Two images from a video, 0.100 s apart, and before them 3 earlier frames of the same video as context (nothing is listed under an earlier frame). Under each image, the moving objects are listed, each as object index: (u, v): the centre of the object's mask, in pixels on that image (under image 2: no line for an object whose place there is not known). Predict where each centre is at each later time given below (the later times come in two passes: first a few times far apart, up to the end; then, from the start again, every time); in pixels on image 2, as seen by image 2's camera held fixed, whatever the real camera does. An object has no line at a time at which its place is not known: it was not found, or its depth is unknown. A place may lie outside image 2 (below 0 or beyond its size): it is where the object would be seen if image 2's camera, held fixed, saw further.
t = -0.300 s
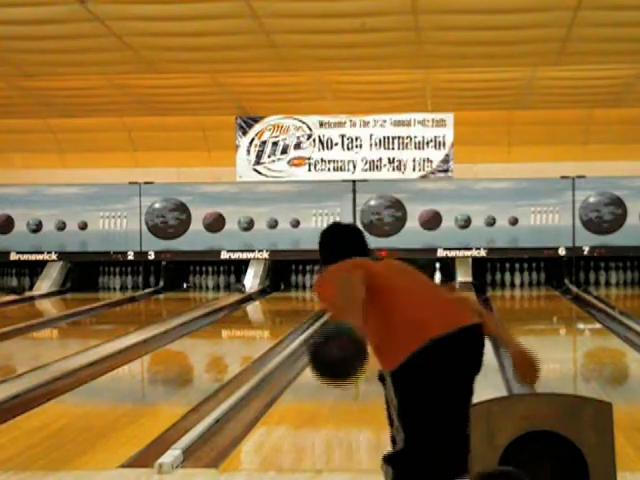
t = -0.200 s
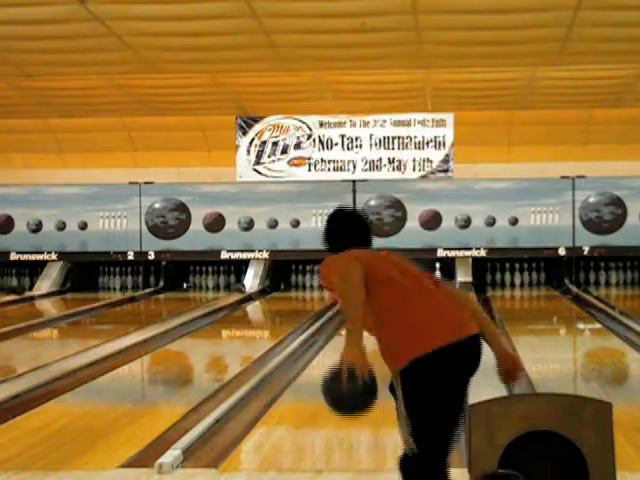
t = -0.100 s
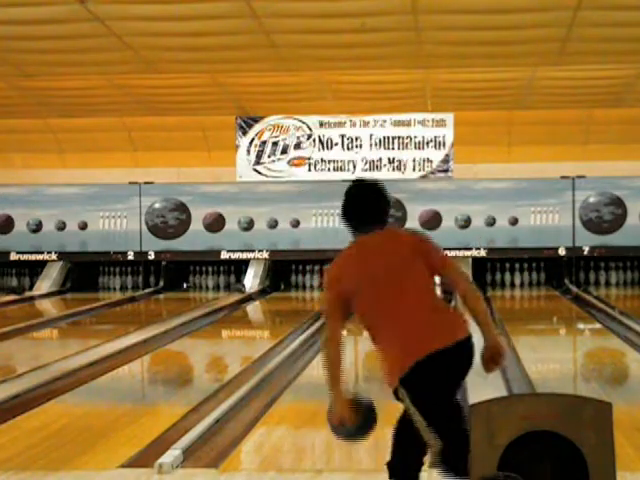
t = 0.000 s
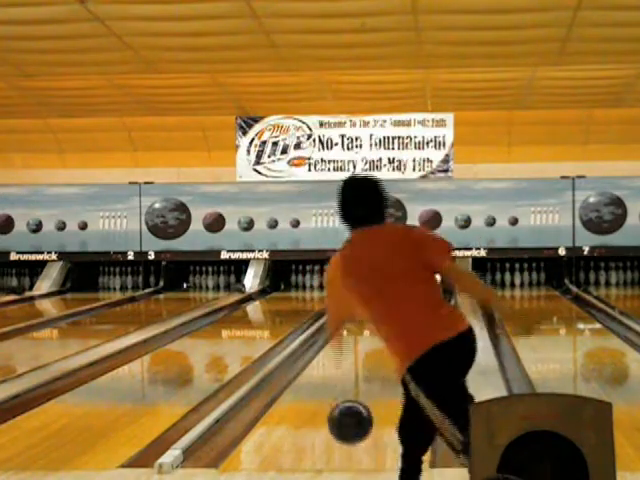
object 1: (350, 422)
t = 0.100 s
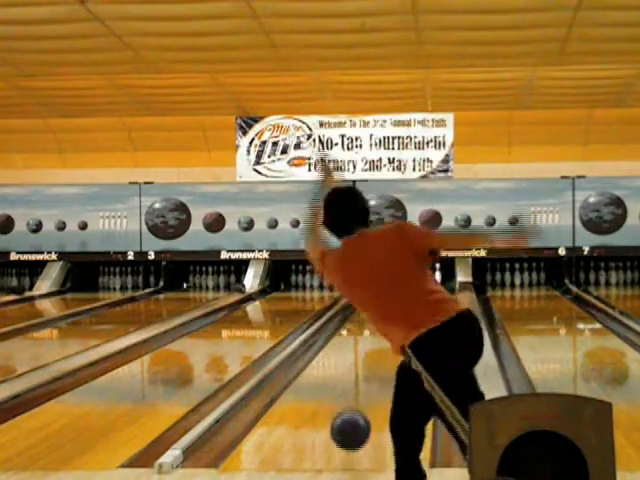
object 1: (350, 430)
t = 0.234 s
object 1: (350, 411)
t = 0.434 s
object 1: (351, 387)
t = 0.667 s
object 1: (353, 363)
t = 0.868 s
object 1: (355, 348)
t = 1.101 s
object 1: (357, 334)
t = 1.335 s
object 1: (359, 322)
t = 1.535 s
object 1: (361, 313)
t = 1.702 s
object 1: (365, 308)
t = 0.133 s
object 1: (350, 433)
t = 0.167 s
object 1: (350, 424)
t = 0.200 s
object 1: (350, 416)
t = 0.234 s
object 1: (350, 411)
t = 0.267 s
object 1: (350, 408)
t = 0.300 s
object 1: (351, 406)
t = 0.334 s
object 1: (351, 400)
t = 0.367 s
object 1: (351, 396)
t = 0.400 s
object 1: (351, 391)
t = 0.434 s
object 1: (351, 387)
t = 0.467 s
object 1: (351, 384)
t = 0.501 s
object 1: (352, 380)
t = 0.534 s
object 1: (352, 376)
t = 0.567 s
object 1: (352, 372)
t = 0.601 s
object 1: (352, 369)
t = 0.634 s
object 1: (353, 366)
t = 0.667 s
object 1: (353, 363)
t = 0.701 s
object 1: (353, 360)
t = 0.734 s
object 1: (353, 358)
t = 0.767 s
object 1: (354, 355)
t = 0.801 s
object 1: (354, 353)
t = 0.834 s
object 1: (354, 350)
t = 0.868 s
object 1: (355, 348)
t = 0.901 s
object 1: (355, 346)
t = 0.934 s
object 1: (355, 344)
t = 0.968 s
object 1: (356, 342)
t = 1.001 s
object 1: (356, 340)
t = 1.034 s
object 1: (356, 338)
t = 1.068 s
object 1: (357, 336)
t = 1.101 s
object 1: (357, 334)
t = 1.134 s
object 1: (357, 330)
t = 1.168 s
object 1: (360, 333)
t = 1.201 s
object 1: (358, 328)
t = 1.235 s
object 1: (358, 327)
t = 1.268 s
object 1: (357, 325)
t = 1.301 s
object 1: (358, 324)
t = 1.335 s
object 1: (359, 322)
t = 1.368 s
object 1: (359, 320)
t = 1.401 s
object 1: (360, 319)
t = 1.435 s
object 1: (360, 318)
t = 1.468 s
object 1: (360, 315)
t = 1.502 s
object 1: (360, 313)
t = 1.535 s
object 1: (361, 313)
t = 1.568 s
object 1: (362, 312)
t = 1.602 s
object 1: (362, 311)
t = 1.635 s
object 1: (364, 310)
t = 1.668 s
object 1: (364, 309)
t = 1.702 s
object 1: (365, 308)
